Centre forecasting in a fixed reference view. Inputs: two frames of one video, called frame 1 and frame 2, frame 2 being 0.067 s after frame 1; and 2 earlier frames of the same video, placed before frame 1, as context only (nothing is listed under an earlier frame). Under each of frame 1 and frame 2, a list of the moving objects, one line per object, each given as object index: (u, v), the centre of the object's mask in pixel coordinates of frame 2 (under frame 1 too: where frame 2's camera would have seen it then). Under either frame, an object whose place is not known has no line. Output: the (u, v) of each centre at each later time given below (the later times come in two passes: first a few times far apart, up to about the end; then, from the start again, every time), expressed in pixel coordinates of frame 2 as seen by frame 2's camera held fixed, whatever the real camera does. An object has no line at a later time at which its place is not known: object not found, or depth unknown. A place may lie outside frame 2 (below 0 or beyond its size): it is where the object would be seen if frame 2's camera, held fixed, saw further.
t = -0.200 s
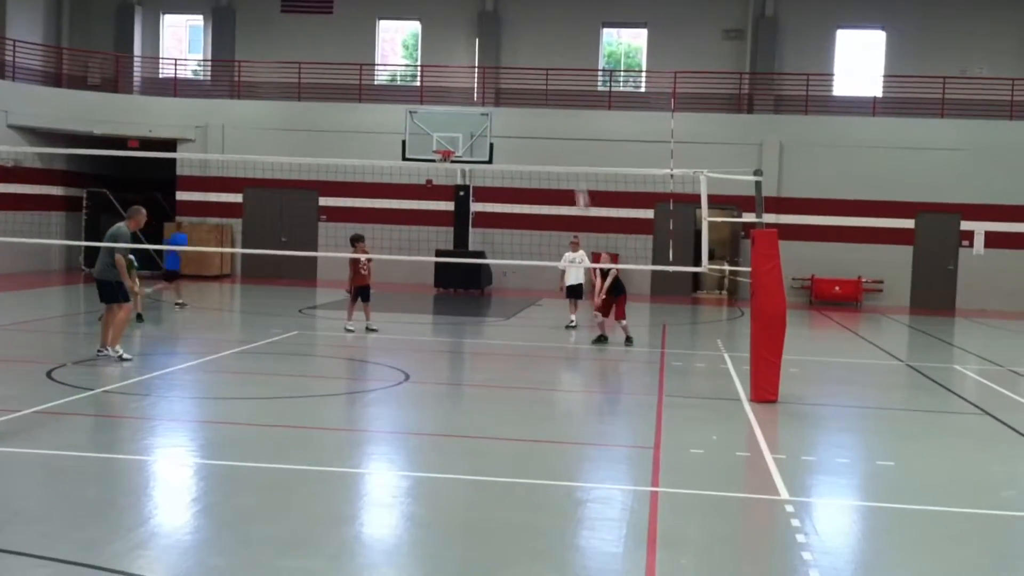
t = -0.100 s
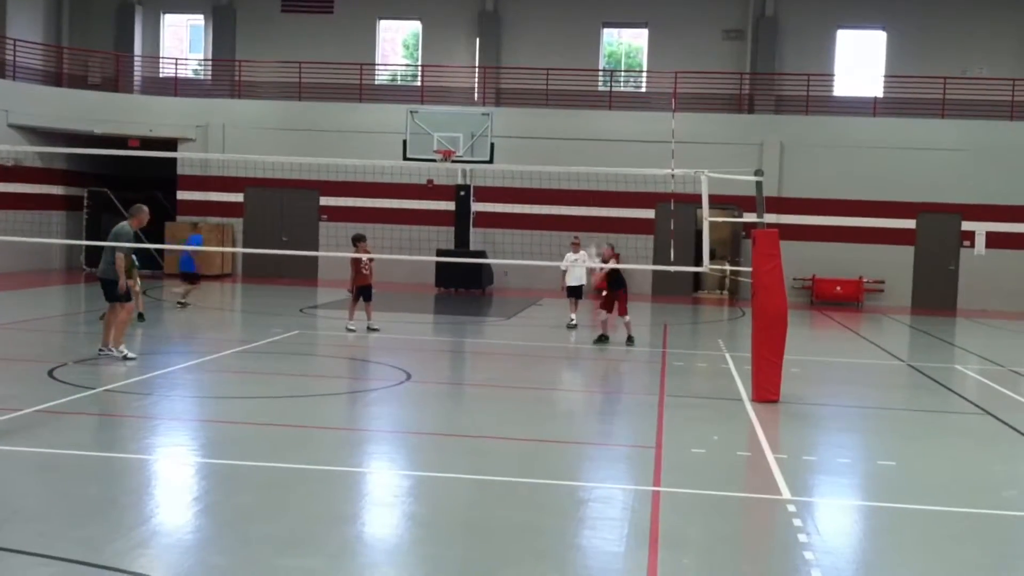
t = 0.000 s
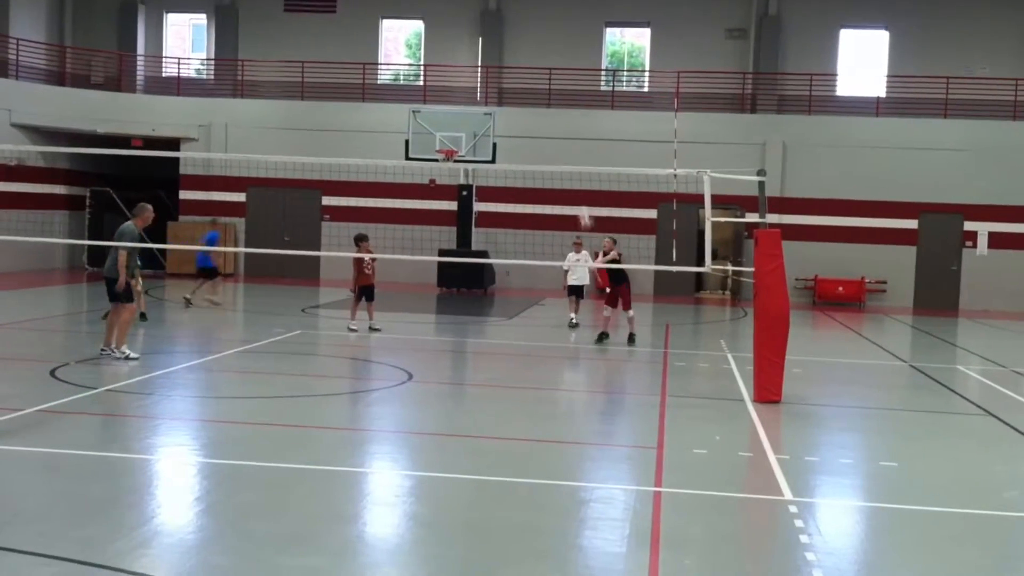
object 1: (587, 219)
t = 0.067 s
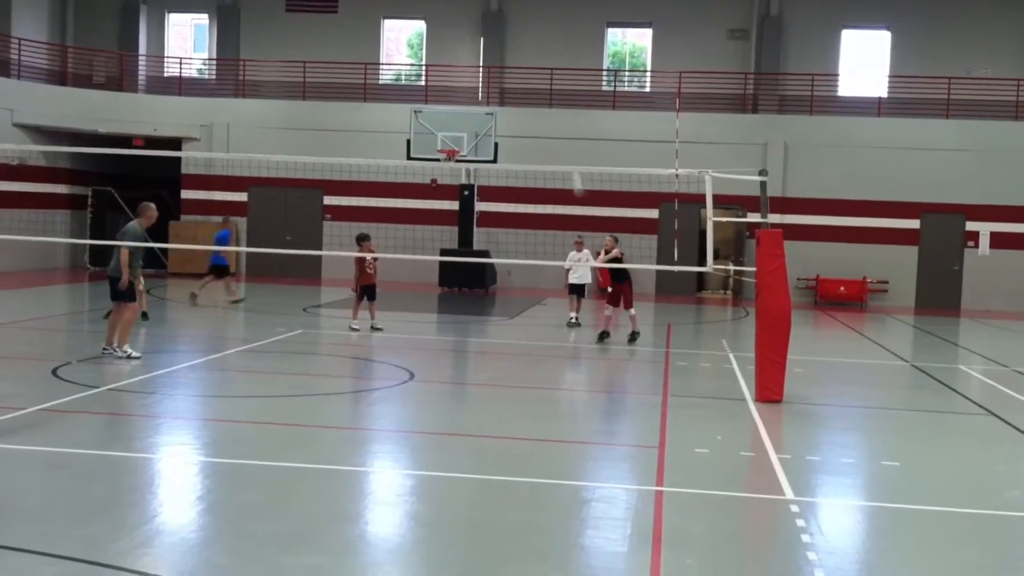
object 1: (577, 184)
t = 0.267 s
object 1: (548, 93)
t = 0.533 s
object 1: (504, 13)
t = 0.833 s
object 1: (446, -14)
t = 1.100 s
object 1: (389, 26)
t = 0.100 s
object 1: (571, 161)
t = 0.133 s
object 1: (567, 151)
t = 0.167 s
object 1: (562, 134)
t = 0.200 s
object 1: (557, 119)
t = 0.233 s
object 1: (552, 105)
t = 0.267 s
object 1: (548, 93)
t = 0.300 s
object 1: (543, 80)
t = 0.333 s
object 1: (538, 69)
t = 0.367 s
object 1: (532, 56)
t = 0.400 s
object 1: (526, 46)
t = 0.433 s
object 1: (521, 36)
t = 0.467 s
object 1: (515, 28)
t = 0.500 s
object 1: (510, 19)
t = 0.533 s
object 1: (504, 13)
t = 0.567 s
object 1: (497, 6)
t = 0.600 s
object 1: (491, 0)
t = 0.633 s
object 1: (486, -4)
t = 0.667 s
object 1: (478, -7)
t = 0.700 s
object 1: (472, -9)
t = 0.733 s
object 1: (466, -11)
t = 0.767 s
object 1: (459, -13)
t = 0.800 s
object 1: (452, -14)
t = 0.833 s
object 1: (446, -14)
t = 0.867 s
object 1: (438, -13)
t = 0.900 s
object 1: (432, -11)
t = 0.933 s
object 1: (425, -8)
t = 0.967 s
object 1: (418, -3)
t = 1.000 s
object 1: (412, 1)
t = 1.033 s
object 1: (405, 8)
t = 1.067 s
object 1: (398, 16)
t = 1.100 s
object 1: (389, 26)
